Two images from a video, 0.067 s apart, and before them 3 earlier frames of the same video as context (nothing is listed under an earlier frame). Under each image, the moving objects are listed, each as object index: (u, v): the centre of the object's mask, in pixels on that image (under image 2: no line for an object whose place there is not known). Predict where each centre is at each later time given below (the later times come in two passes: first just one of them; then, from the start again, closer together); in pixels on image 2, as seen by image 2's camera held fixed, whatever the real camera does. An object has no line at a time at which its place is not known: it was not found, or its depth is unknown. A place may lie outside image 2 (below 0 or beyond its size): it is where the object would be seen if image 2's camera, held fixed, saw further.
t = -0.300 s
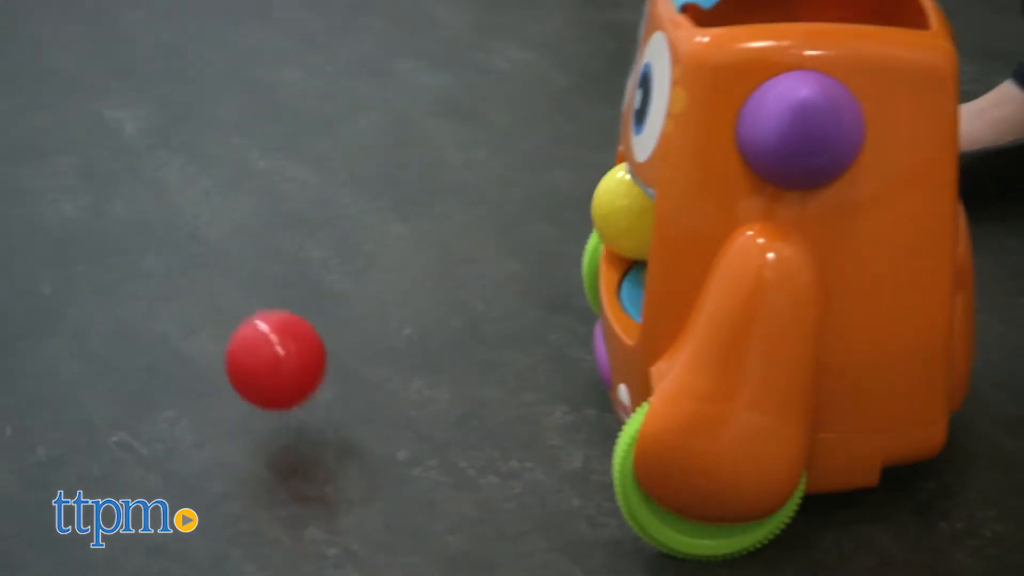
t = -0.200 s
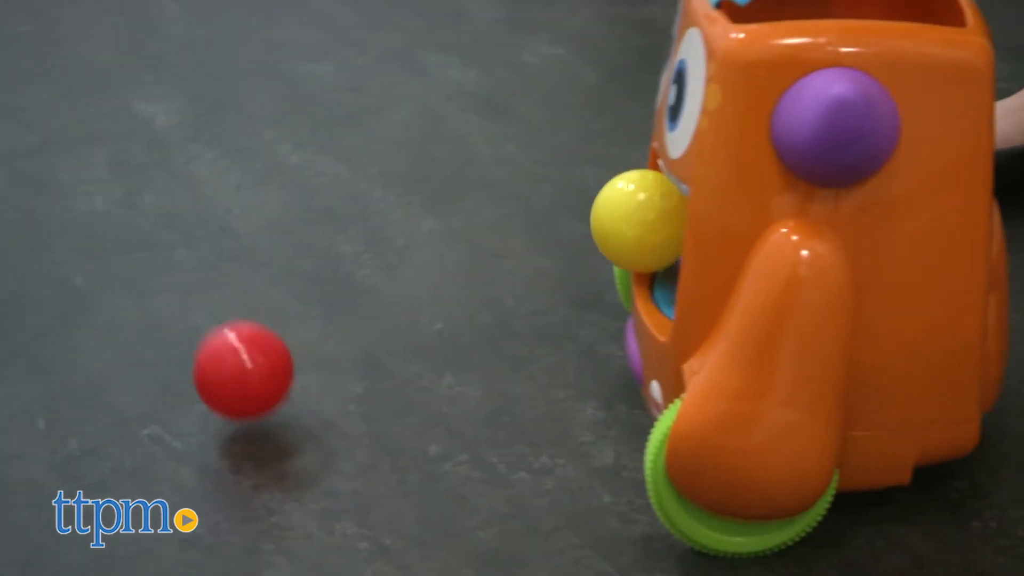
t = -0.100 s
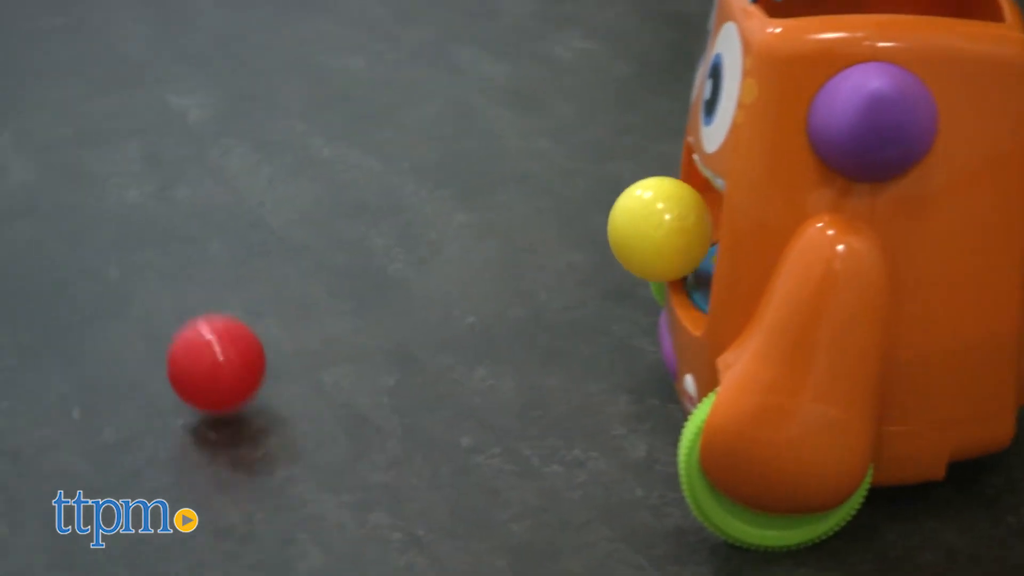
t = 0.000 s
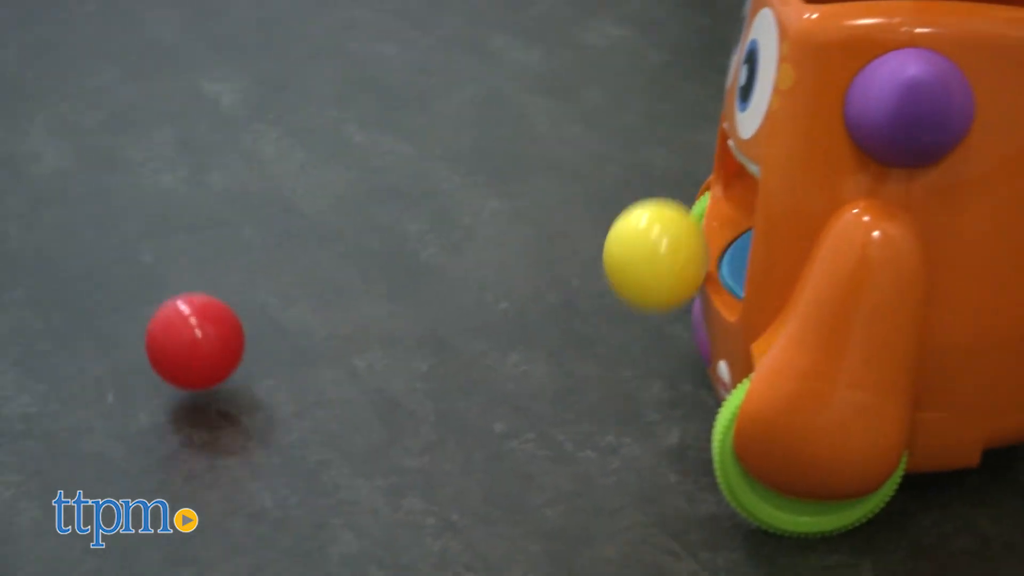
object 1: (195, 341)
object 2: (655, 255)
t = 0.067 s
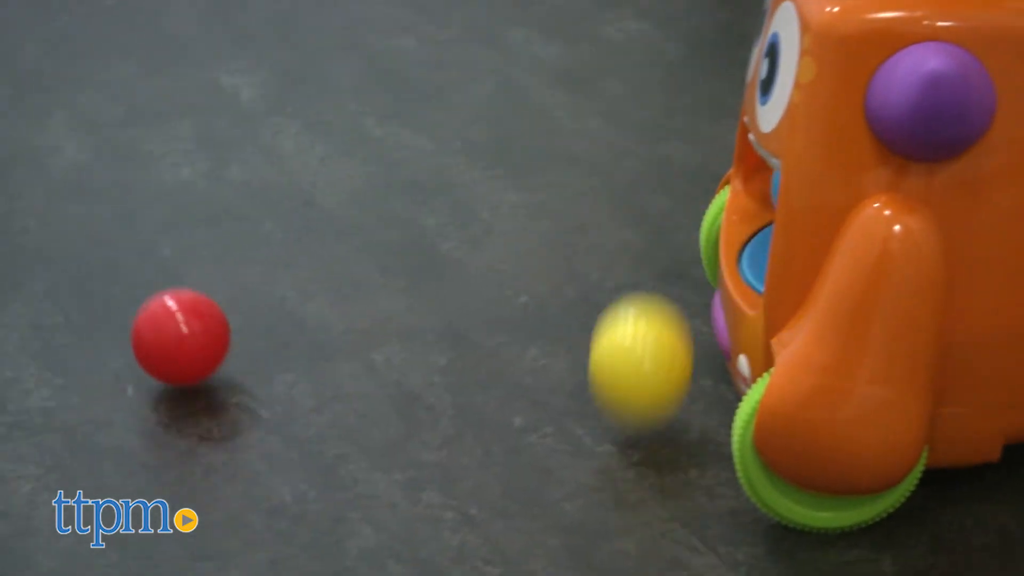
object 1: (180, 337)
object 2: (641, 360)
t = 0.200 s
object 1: (113, 329)
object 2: (569, 306)
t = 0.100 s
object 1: (163, 332)
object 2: (622, 351)
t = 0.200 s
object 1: (113, 329)
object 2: (569, 306)
